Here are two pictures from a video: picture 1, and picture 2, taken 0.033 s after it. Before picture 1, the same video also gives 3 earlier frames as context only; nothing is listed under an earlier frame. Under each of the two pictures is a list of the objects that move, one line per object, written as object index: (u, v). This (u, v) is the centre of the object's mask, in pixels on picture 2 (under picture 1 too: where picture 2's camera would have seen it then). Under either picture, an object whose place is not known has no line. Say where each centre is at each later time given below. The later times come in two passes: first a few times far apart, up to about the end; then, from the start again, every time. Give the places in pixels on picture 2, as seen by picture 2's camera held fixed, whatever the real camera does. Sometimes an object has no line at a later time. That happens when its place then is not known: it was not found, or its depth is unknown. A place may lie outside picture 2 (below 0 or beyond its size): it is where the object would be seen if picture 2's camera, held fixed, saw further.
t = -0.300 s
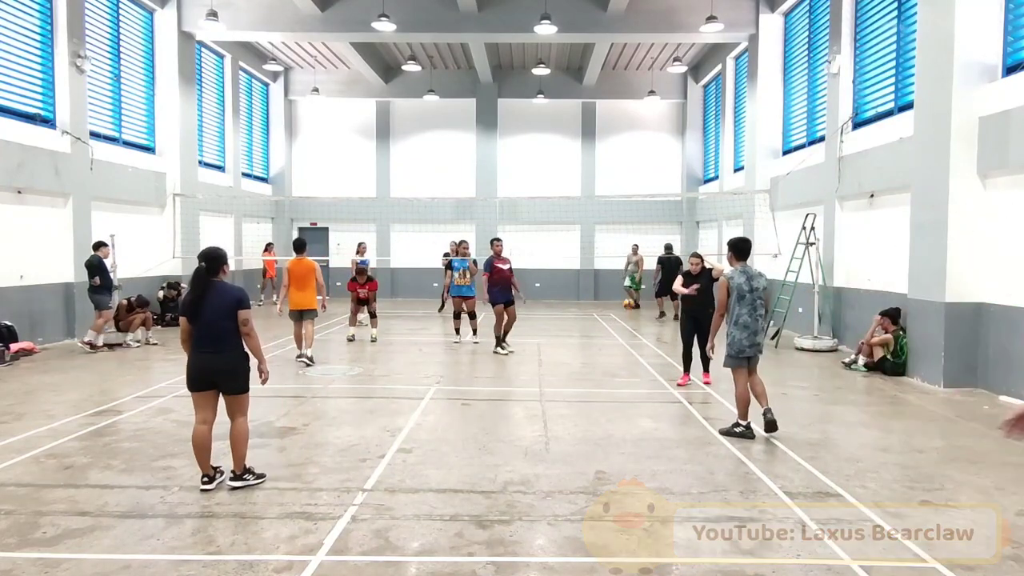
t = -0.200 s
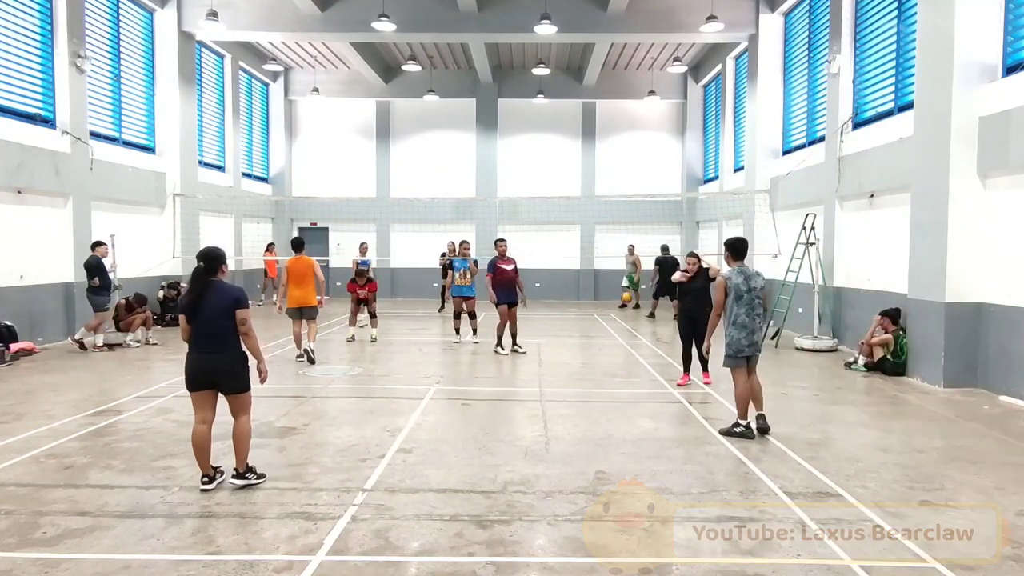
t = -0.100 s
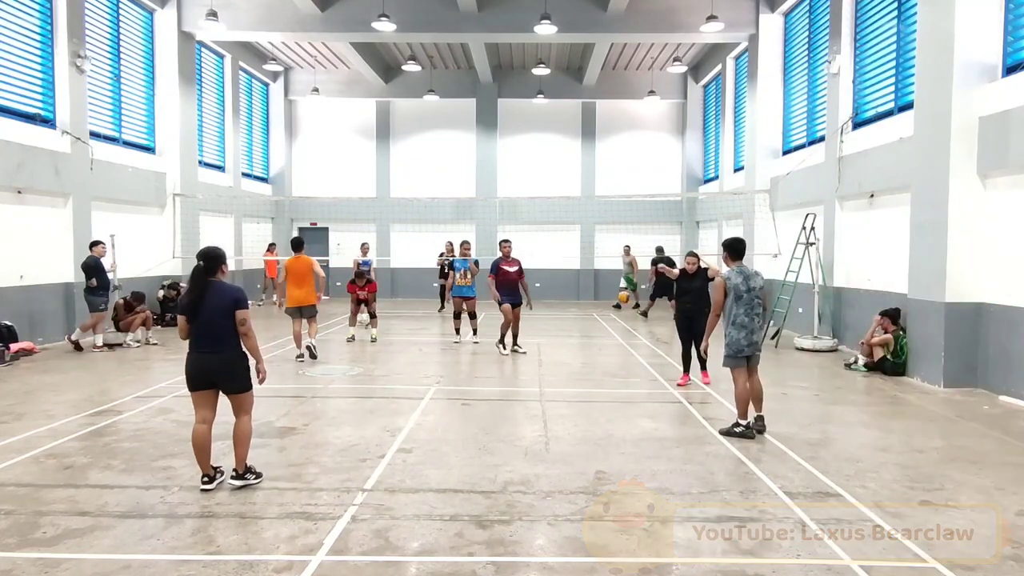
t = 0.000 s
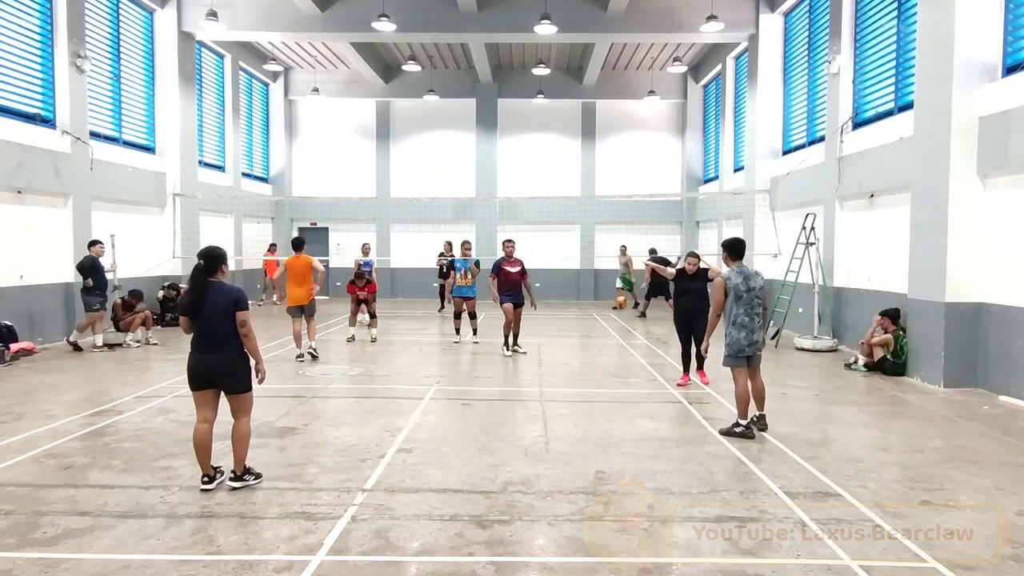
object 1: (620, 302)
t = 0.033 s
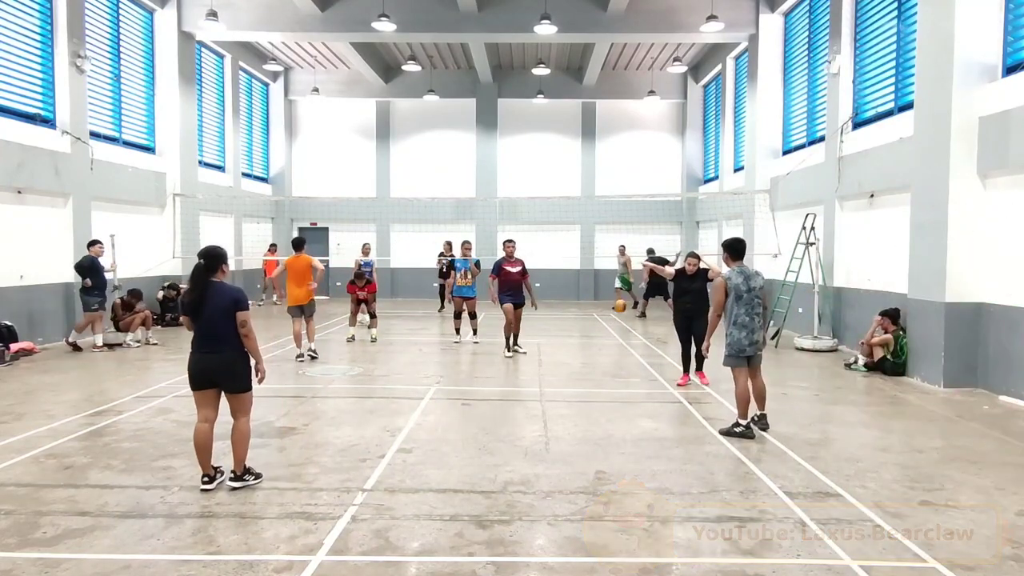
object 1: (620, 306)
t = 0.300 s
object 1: (612, 338)
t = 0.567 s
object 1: (603, 323)
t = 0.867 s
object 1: (590, 377)
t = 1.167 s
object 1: (574, 366)
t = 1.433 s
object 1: (555, 428)
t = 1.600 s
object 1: (540, 424)
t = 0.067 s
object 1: (618, 310)
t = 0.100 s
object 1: (618, 314)
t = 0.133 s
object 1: (617, 320)
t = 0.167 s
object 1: (616, 327)
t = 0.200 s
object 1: (615, 334)
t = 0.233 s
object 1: (614, 343)
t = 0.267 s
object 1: (613, 342)
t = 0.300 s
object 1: (612, 338)
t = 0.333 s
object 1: (610, 333)
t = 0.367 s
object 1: (610, 330)
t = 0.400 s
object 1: (609, 327)
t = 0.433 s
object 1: (607, 324)
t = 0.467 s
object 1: (606, 322)
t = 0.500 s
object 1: (605, 322)
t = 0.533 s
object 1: (604, 322)
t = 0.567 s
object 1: (603, 323)
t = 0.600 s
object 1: (602, 324)
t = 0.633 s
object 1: (600, 328)
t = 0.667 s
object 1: (599, 331)
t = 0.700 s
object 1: (597, 336)
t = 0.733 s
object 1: (596, 342)
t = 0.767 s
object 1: (594, 349)
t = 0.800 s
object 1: (593, 356)
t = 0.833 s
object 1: (591, 366)
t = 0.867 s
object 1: (590, 377)
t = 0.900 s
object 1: (588, 375)
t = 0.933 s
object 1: (586, 370)
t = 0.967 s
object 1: (585, 367)
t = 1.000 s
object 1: (583, 364)
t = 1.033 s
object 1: (582, 362)
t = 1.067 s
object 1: (580, 362)
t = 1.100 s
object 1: (578, 362)
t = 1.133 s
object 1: (576, 363)
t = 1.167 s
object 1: (574, 366)
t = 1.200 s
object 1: (572, 370)
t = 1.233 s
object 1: (570, 375)
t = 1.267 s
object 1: (567, 382)
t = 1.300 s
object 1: (565, 390)
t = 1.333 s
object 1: (563, 400)
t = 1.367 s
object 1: (560, 412)
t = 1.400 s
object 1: (558, 427)
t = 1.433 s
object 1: (555, 428)
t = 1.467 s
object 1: (552, 424)
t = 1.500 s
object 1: (549, 422)
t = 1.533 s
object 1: (546, 422)
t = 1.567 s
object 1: (543, 422)
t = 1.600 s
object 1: (540, 424)
